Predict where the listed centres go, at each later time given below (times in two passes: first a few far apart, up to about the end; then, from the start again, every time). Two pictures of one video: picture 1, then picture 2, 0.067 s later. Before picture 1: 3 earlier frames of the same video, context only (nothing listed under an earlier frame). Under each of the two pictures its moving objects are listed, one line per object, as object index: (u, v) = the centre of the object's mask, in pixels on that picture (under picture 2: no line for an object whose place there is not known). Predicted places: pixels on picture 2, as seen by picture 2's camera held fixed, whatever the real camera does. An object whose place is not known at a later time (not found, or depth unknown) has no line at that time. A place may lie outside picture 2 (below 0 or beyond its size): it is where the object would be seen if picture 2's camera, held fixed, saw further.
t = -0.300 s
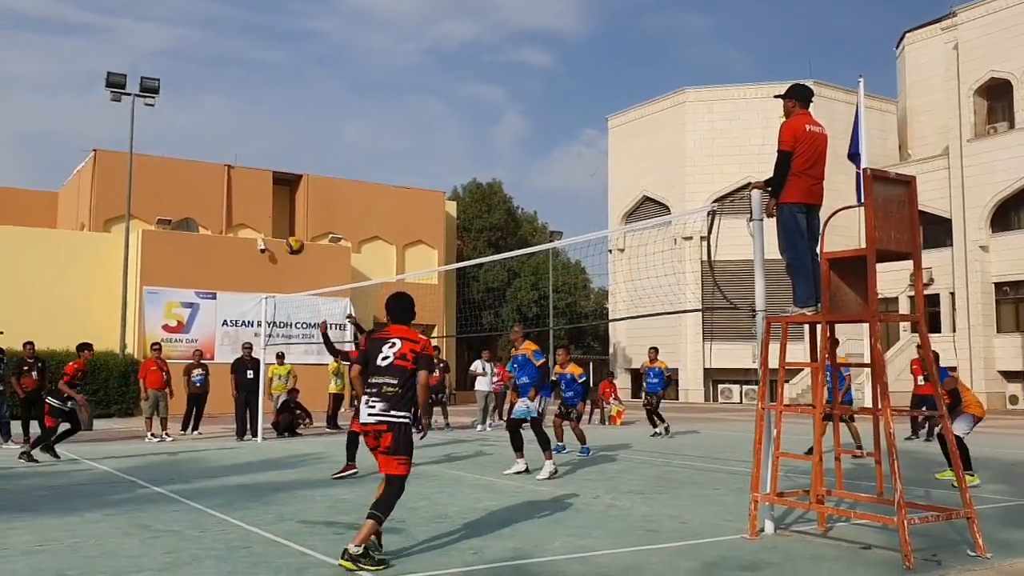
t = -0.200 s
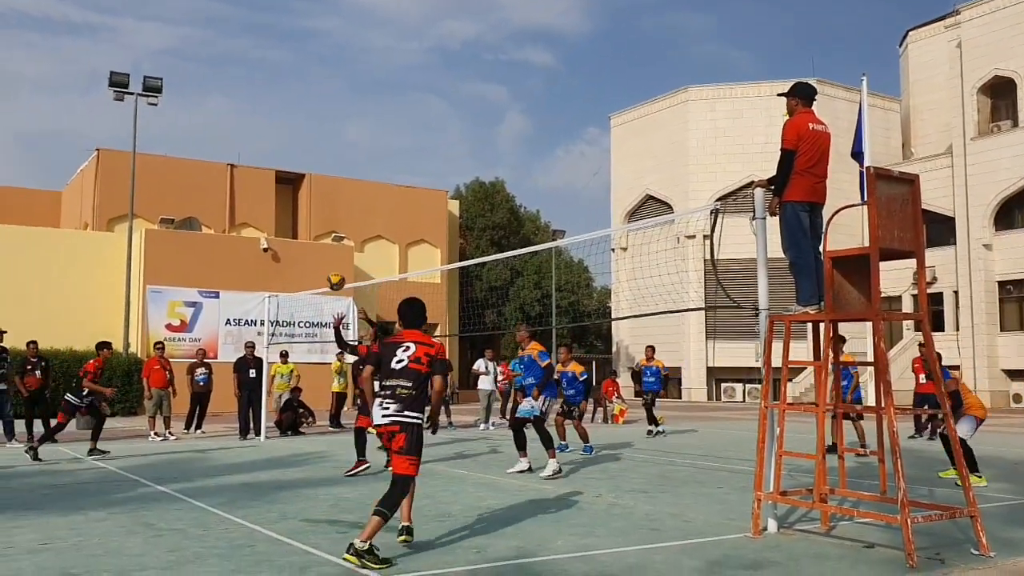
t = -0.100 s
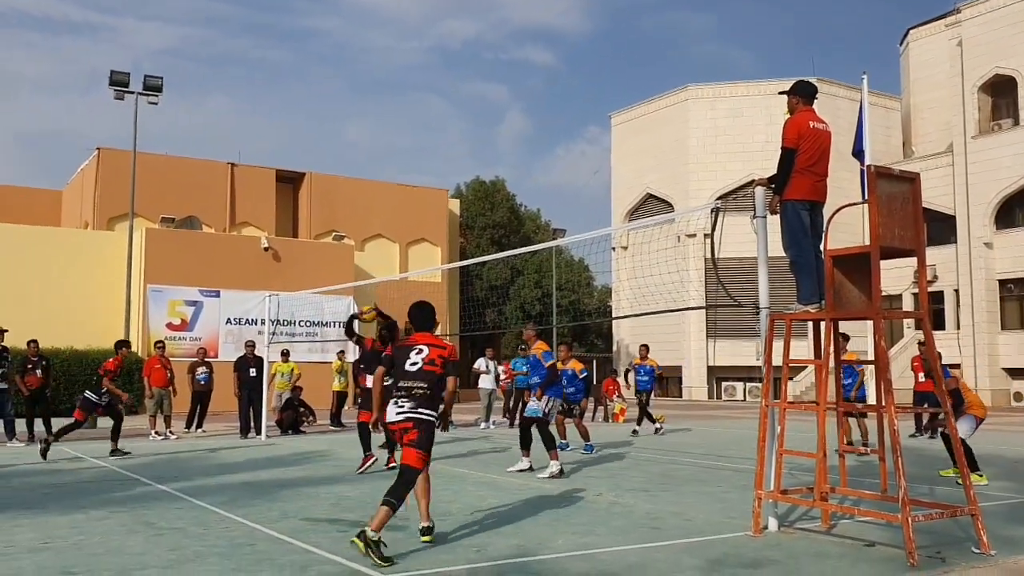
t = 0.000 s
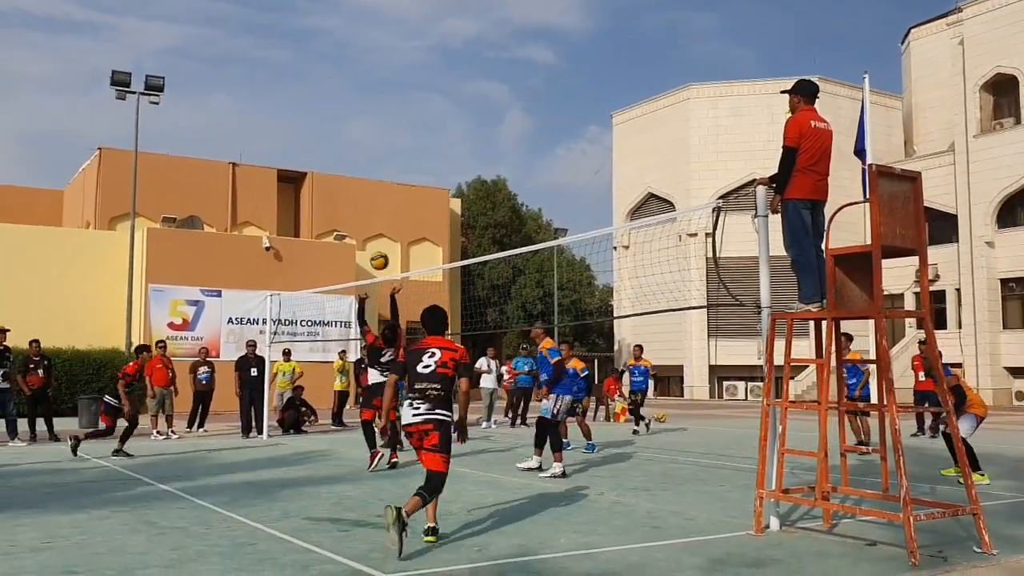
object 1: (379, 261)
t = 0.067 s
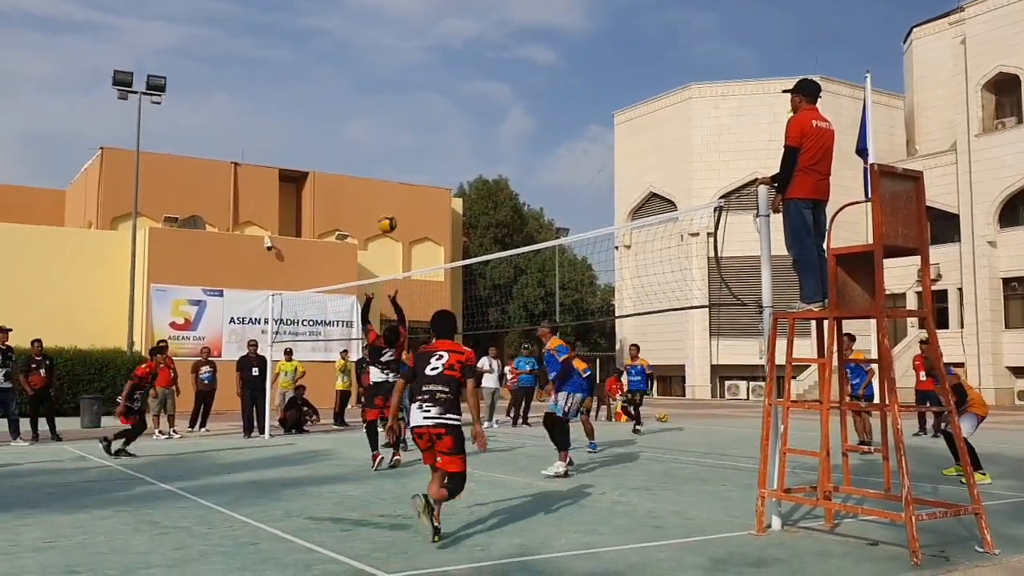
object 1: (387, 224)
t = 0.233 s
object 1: (402, 147)
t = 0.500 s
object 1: (425, 68)
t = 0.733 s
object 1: (447, 53)
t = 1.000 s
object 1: (472, 107)
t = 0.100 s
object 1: (390, 207)
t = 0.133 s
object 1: (393, 191)
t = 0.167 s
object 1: (397, 175)
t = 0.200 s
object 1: (399, 160)
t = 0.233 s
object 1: (402, 147)
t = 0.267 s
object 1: (405, 133)
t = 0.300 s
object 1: (408, 121)
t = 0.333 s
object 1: (411, 110)
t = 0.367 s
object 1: (414, 99)
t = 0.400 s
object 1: (416, 90)
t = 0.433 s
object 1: (419, 82)
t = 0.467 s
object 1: (422, 75)
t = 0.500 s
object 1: (425, 68)
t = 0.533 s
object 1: (428, 63)
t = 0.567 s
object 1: (432, 59)
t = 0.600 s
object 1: (435, 55)
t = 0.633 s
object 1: (438, 53)
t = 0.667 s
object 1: (441, 52)
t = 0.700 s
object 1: (443, 51)
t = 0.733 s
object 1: (447, 53)
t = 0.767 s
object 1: (450, 55)
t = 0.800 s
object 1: (453, 58)
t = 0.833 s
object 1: (456, 63)
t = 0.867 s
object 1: (459, 69)
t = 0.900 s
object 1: (462, 77)
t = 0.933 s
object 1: (465, 86)
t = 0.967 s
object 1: (468, 96)
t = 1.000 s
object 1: (472, 107)
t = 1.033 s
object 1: (475, 120)
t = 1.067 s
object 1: (478, 135)
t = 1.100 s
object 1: (482, 151)
